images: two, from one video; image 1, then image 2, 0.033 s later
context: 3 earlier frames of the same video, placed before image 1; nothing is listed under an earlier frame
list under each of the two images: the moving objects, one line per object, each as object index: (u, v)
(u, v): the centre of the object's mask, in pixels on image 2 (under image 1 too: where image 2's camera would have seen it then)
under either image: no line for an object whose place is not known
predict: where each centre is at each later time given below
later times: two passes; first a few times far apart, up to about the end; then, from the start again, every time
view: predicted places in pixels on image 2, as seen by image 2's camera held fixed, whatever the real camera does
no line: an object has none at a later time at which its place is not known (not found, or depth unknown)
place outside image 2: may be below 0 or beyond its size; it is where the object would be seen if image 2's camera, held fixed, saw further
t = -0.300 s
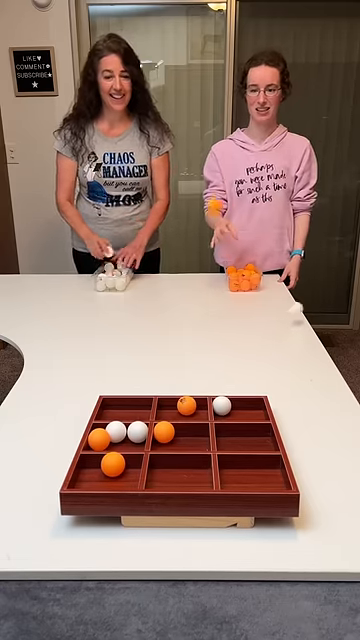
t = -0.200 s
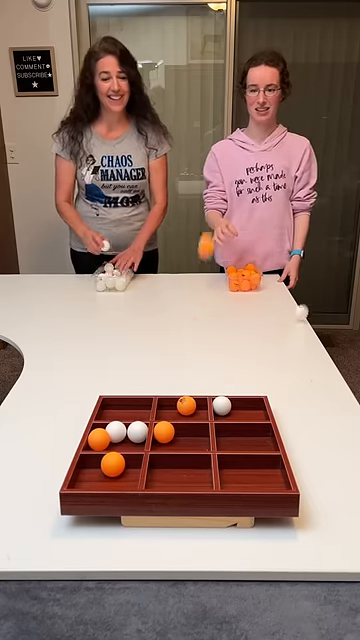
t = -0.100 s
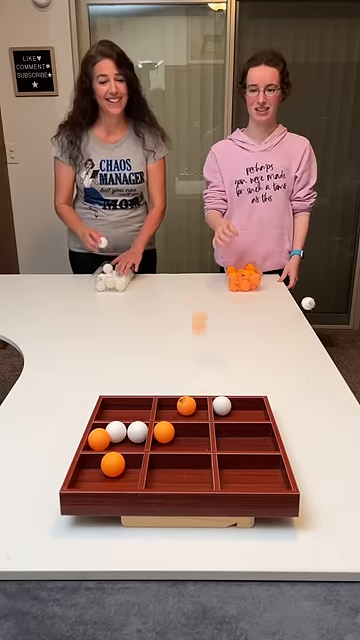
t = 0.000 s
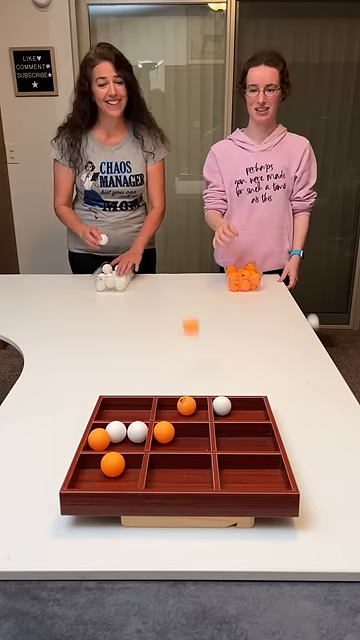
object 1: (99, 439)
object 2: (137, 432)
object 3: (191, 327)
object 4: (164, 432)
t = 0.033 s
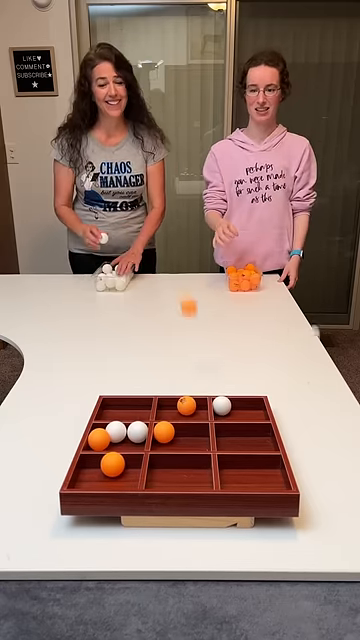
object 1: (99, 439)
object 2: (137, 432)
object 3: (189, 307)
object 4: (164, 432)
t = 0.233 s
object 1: (99, 439)
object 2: (137, 432)
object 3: (169, 271)
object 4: (164, 432)
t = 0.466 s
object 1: (99, 441)
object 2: (136, 422)
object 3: (161, 408)
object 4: (170, 431)
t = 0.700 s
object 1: (102, 444)
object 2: (136, 431)
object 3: (216, 401)
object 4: (192, 432)
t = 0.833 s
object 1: (105, 444)
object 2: (136, 432)
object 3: (245, 407)
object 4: (197, 432)
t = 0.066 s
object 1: (99, 439)
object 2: (137, 432)
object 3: (186, 290)
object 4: (164, 432)
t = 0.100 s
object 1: (99, 439)
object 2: (137, 431)
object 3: (182, 275)
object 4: (164, 431)
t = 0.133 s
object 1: (98, 439)
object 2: (137, 432)
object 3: (179, 267)
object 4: (164, 431)
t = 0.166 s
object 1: (99, 439)
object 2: (137, 432)
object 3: (176, 264)
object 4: (164, 432)
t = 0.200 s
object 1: (99, 439)
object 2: (137, 432)
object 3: (172, 265)
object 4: (164, 432)
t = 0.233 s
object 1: (99, 439)
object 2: (137, 432)
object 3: (169, 271)
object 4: (164, 432)
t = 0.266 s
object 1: (99, 439)
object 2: (137, 432)
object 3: (166, 283)
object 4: (164, 432)
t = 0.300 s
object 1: (99, 439)
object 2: (137, 432)
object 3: (162, 301)
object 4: (164, 432)
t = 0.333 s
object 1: (99, 439)
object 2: (137, 432)
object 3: (158, 325)
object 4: (164, 432)
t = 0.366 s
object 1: (99, 439)
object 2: (137, 432)
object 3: (155, 355)
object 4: (164, 432)
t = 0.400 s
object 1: (99, 439)
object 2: (137, 432)
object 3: (151, 391)
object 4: (164, 432)
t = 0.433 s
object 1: (99, 439)
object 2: (136, 428)
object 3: (153, 412)
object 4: (165, 431)
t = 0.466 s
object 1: (99, 441)
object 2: (136, 422)
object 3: (161, 408)
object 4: (170, 431)
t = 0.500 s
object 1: (99, 442)
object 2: (135, 420)
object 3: (169, 407)
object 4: (175, 431)
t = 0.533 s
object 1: (99, 442)
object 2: (135, 422)
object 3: (175, 409)
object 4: (179, 432)
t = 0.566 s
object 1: (100, 443)
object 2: (135, 430)
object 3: (185, 408)
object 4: (182, 432)
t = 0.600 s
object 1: (100, 443)
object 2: (136, 431)
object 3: (194, 409)
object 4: (185, 432)
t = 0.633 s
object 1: (101, 444)
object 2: (135, 429)
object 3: (202, 406)
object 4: (187, 432)
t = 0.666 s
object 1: (101, 444)
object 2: (136, 432)
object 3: (209, 406)
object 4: (190, 432)
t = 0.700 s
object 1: (102, 444)
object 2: (136, 431)
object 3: (216, 401)
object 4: (192, 432)
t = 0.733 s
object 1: (103, 444)
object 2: (136, 432)
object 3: (226, 403)
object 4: (194, 432)
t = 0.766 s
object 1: (104, 444)
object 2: (136, 432)
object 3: (233, 409)
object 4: (197, 432)
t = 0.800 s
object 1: (104, 444)
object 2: (136, 432)
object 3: (239, 410)
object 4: (198, 432)
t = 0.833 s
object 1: (105, 444)
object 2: (136, 432)
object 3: (245, 407)
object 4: (197, 432)
